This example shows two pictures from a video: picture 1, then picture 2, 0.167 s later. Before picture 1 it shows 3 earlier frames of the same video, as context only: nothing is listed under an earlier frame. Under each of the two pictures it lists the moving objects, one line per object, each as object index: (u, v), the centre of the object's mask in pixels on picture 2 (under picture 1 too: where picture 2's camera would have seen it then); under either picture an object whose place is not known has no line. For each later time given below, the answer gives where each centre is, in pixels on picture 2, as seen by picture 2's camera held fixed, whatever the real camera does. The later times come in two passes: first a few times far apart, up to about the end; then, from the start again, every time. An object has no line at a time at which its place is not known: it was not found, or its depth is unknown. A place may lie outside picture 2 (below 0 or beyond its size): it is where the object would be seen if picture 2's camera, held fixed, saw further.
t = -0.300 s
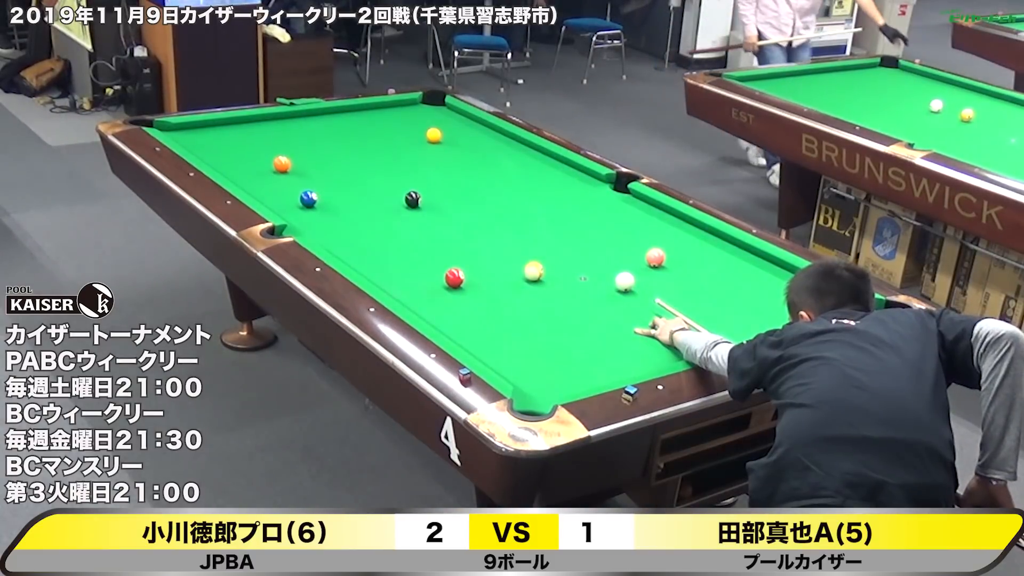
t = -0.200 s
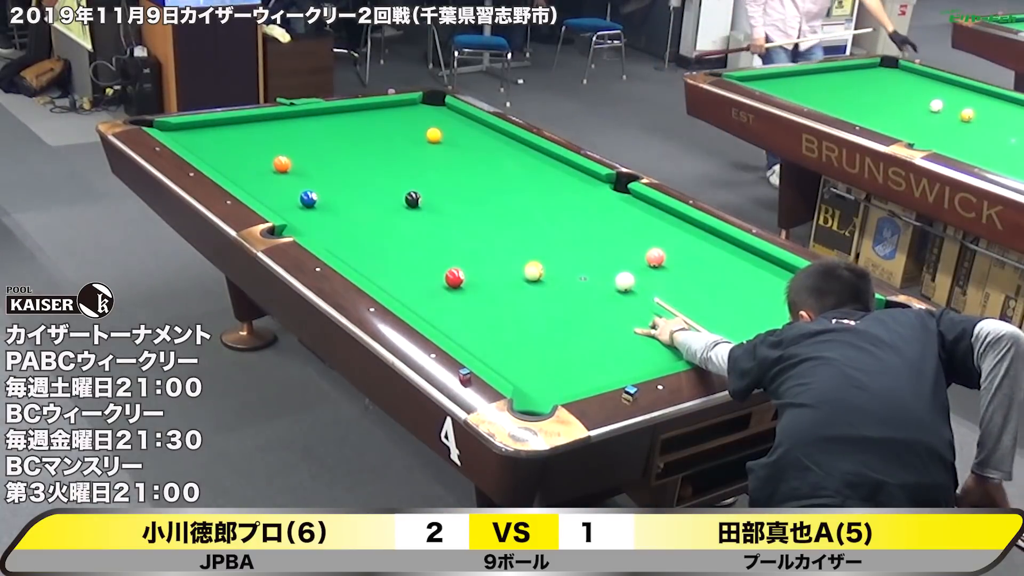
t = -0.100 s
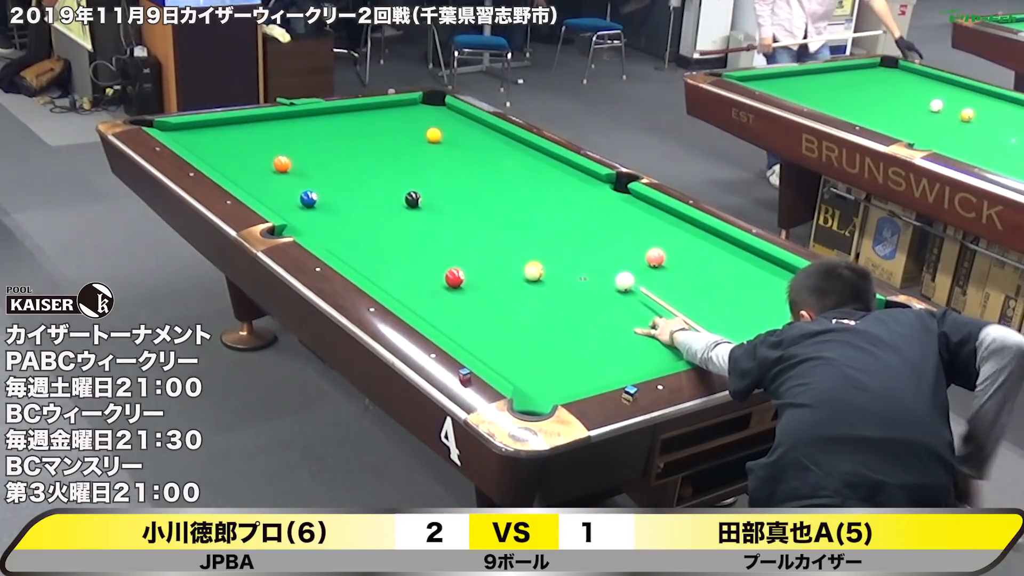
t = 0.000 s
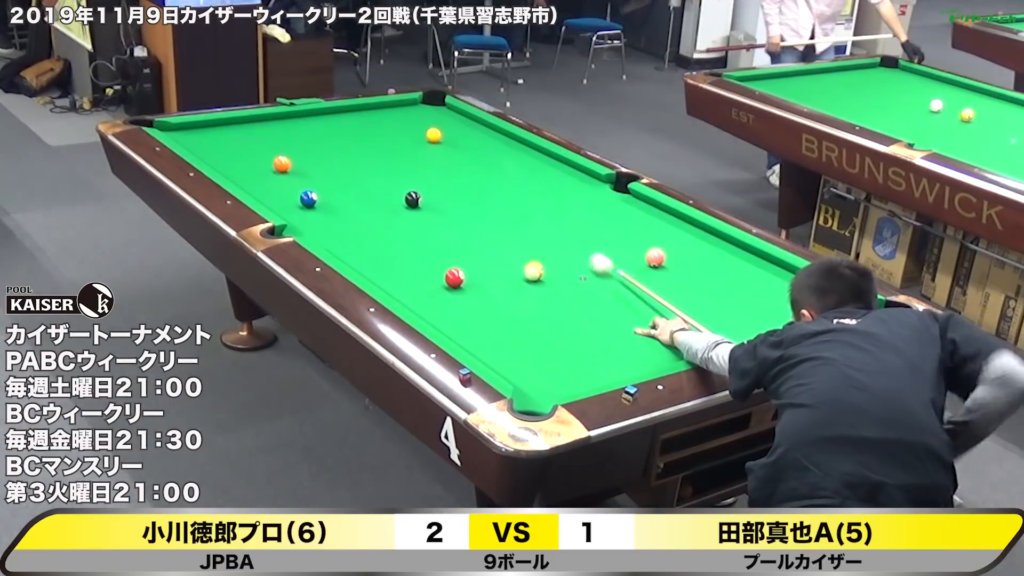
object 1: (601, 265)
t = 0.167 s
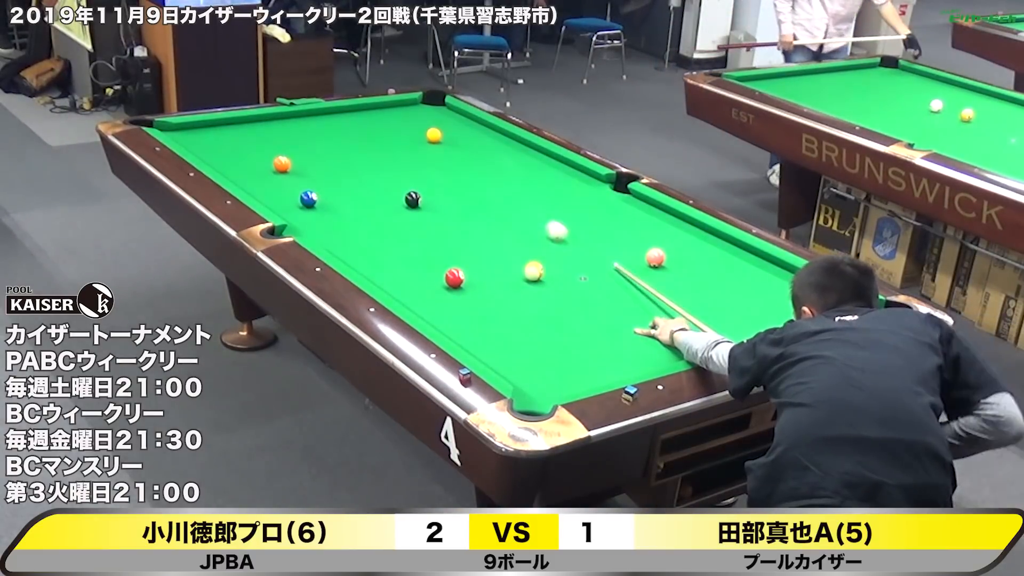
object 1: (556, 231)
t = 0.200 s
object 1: (548, 225)
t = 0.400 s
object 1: (505, 193)
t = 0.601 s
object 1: (467, 165)
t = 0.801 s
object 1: (434, 140)
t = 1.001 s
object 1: (404, 134)
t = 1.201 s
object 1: (375, 127)
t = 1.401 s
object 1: (347, 120)
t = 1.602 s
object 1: (321, 114)
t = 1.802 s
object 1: (319, 115)
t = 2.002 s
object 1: (326, 119)
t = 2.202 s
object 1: (333, 122)
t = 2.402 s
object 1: (339, 125)
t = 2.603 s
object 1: (344, 129)
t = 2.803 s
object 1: (350, 131)
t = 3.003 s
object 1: (355, 134)
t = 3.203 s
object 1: (359, 137)
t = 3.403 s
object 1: (363, 139)
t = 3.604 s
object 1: (367, 141)
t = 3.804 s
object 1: (371, 143)
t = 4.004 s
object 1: (374, 145)
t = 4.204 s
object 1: (377, 146)
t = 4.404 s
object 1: (379, 147)
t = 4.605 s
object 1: (381, 148)
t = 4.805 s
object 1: (382, 149)
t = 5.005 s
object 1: (383, 149)
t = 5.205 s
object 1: (383, 150)
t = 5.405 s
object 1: (384, 150)
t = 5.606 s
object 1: (384, 150)
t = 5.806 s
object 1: (384, 150)
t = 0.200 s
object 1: (548, 225)
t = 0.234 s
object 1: (541, 220)
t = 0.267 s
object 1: (534, 214)
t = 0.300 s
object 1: (526, 209)
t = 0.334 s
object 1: (519, 204)
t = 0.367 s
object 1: (512, 198)
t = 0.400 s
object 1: (505, 193)
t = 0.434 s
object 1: (498, 188)
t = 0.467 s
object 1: (492, 183)
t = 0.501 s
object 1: (485, 179)
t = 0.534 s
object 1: (479, 174)
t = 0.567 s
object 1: (473, 169)
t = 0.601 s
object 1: (467, 165)
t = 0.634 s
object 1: (461, 161)
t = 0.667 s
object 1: (455, 156)
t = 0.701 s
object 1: (450, 152)
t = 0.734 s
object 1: (444, 148)
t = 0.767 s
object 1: (439, 144)
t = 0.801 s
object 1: (434, 140)
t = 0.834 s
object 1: (428, 139)
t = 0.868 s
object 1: (423, 139)
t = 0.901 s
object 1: (418, 138)
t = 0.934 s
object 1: (414, 137)
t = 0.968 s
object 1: (409, 136)
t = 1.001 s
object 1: (404, 134)
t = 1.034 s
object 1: (399, 133)
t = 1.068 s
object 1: (394, 132)
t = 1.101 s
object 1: (389, 131)
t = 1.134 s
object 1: (384, 129)
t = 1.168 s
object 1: (380, 128)
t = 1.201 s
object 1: (375, 127)
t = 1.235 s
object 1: (370, 126)
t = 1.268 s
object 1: (366, 125)
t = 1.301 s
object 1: (361, 124)
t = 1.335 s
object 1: (356, 123)
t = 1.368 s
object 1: (352, 121)
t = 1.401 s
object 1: (347, 120)
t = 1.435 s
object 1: (343, 119)
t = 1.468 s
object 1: (338, 118)
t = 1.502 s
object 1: (334, 117)
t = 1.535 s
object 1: (329, 116)
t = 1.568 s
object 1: (325, 115)
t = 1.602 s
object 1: (321, 114)
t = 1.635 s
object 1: (316, 113)
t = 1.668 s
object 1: (314, 112)
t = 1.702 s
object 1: (315, 113)
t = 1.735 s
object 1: (317, 114)
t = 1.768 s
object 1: (318, 115)
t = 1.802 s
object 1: (319, 115)
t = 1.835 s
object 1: (320, 116)
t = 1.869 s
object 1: (321, 117)
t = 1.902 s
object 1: (323, 117)
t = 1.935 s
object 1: (324, 118)
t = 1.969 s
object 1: (325, 118)
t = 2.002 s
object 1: (326, 119)
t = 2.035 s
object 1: (327, 119)
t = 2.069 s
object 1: (328, 120)
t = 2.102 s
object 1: (329, 120)
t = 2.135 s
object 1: (331, 121)
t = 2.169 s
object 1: (332, 122)
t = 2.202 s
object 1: (333, 122)
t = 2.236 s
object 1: (334, 123)
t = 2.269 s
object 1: (335, 123)
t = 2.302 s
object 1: (336, 124)
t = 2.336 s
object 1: (337, 124)
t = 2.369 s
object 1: (338, 125)
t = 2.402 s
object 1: (339, 125)
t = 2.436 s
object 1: (340, 126)
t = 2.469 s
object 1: (341, 127)
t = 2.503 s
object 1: (342, 127)
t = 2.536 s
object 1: (342, 128)
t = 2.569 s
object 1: (343, 128)
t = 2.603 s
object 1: (344, 129)
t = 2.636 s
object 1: (345, 129)
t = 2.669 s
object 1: (346, 130)
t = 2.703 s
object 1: (347, 130)
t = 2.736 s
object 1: (348, 130)
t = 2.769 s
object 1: (349, 131)
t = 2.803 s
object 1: (350, 131)
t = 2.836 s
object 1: (351, 132)
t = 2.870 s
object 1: (351, 132)
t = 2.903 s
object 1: (352, 133)
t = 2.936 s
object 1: (353, 133)
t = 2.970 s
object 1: (354, 134)
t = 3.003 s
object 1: (355, 134)
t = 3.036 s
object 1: (356, 134)
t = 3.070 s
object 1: (356, 135)
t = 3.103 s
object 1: (357, 135)
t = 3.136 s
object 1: (358, 136)
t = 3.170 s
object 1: (358, 136)
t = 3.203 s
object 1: (359, 137)
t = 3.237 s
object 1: (360, 137)
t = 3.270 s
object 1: (361, 137)
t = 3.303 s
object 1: (361, 138)
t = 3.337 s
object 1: (362, 138)
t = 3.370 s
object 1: (363, 139)
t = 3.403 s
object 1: (363, 139)
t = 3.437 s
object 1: (364, 139)
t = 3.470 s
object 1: (365, 140)
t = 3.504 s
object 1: (365, 140)
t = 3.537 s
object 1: (366, 140)
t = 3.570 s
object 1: (367, 141)
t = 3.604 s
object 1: (367, 141)
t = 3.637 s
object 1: (368, 141)
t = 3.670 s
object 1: (368, 142)
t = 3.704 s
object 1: (369, 142)
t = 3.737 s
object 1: (370, 142)
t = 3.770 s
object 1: (370, 143)
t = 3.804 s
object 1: (371, 143)
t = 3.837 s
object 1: (371, 143)
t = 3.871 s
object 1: (372, 143)
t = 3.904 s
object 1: (372, 144)
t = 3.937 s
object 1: (373, 144)
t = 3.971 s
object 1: (373, 144)
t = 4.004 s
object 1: (374, 145)
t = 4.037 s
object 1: (375, 145)
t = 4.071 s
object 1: (375, 145)
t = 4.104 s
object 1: (376, 145)
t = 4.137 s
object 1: (376, 146)
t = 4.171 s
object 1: (376, 146)
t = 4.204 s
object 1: (377, 146)
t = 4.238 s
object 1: (377, 146)
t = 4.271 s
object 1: (378, 146)
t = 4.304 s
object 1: (378, 146)
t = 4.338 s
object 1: (378, 147)
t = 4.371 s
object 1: (379, 147)
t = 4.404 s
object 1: (379, 147)
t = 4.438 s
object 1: (379, 147)
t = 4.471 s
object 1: (379, 147)
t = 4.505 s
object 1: (380, 148)
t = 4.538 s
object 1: (380, 148)
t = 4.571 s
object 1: (380, 148)
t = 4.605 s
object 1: (381, 148)
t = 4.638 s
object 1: (381, 148)
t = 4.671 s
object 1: (381, 148)
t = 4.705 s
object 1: (381, 148)
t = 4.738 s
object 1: (381, 149)
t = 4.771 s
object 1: (382, 149)
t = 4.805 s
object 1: (382, 149)
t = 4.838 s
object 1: (382, 149)
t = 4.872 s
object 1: (382, 149)
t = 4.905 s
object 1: (382, 149)
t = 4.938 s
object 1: (383, 149)
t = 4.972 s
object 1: (383, 149)
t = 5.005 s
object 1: (383, 149)
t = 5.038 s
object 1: (383, 149)
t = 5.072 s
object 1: (383, 149)
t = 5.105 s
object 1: (383, 149)
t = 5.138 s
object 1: (383, 150)
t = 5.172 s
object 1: (383, 150)
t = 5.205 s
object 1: (383, 150)
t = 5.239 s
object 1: (383, 150)
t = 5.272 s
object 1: (383, 150)
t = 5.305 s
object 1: (383, 150)
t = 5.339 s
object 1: (383, 150)
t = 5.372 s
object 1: (384, 150)
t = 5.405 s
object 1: (384, 150)
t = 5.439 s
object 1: (384, 150)
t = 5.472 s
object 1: (384, 150)
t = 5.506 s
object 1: (384, 150)
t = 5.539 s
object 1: (384, 150)
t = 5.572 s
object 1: (384, 150)
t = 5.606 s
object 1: (384, 150)
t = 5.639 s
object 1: (384, 150)
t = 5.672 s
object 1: (384, 150)
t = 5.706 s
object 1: (384, 150)
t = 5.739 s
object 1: (384, 150)
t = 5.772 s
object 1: (384, 150)
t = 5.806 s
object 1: (384, 150)
